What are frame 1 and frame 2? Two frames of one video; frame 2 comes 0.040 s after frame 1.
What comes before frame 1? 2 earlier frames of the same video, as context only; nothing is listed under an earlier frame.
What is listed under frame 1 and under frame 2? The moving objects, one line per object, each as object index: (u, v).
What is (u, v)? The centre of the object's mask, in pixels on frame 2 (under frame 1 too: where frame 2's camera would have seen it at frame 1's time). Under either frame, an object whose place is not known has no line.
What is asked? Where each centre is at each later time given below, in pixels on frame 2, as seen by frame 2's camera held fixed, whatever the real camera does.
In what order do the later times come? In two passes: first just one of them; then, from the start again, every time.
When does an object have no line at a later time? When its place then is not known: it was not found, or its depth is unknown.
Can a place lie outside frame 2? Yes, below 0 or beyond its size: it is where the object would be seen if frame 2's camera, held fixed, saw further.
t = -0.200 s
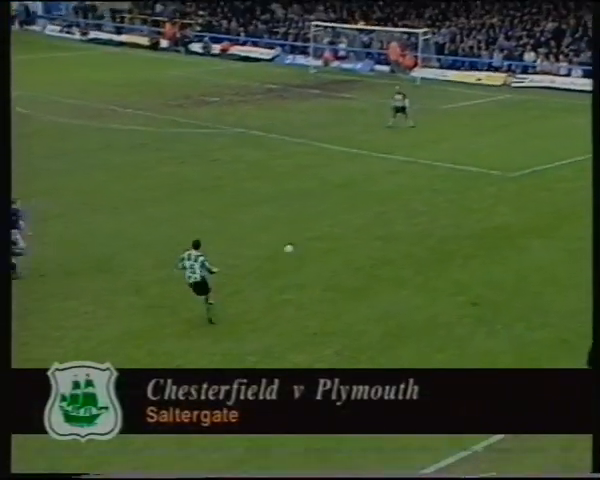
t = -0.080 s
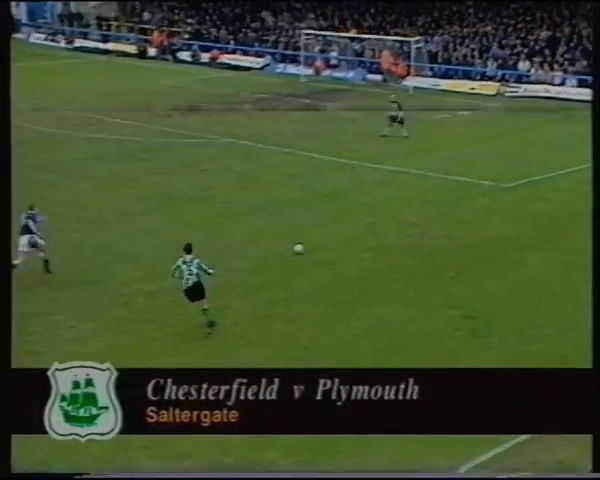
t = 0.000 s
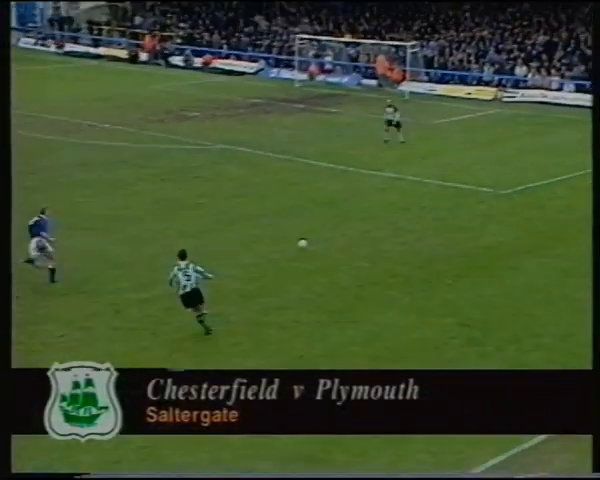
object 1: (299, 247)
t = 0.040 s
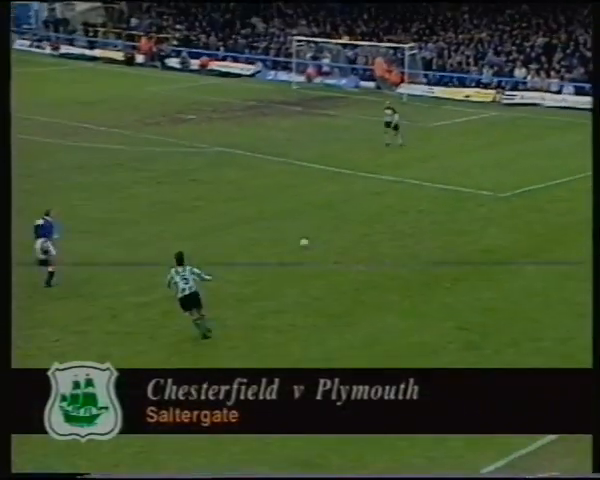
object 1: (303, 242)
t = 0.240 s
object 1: (320, 225)
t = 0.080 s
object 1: (308, 239)
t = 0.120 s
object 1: (312, 237)
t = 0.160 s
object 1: (315, 232)
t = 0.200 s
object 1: (318, 228)
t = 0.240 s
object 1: (320, 225)
